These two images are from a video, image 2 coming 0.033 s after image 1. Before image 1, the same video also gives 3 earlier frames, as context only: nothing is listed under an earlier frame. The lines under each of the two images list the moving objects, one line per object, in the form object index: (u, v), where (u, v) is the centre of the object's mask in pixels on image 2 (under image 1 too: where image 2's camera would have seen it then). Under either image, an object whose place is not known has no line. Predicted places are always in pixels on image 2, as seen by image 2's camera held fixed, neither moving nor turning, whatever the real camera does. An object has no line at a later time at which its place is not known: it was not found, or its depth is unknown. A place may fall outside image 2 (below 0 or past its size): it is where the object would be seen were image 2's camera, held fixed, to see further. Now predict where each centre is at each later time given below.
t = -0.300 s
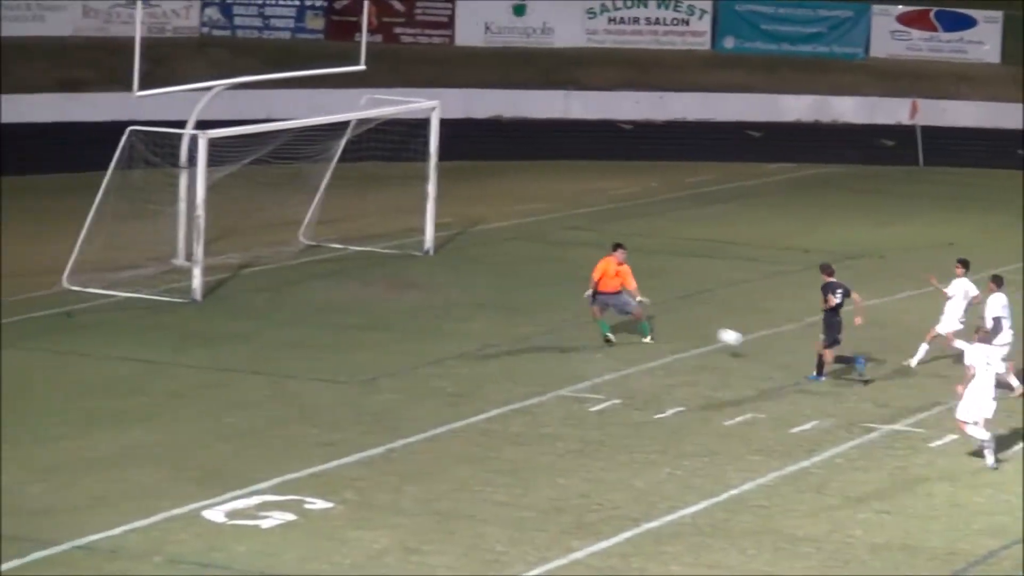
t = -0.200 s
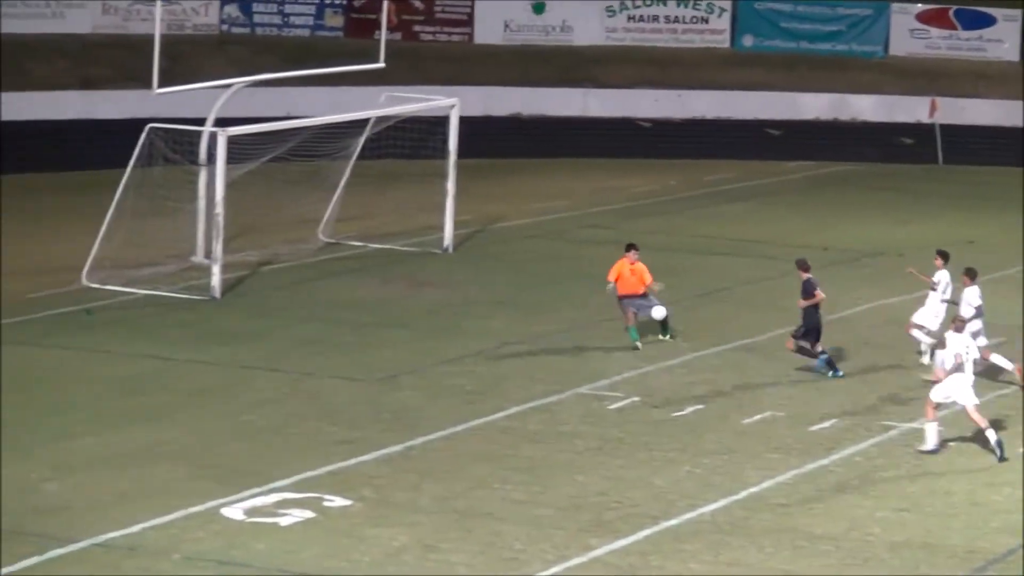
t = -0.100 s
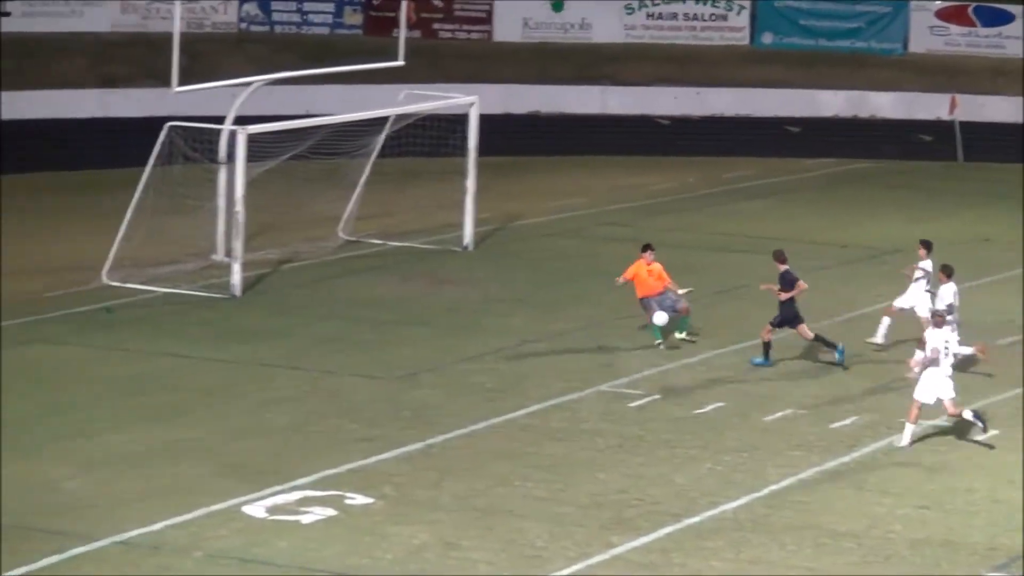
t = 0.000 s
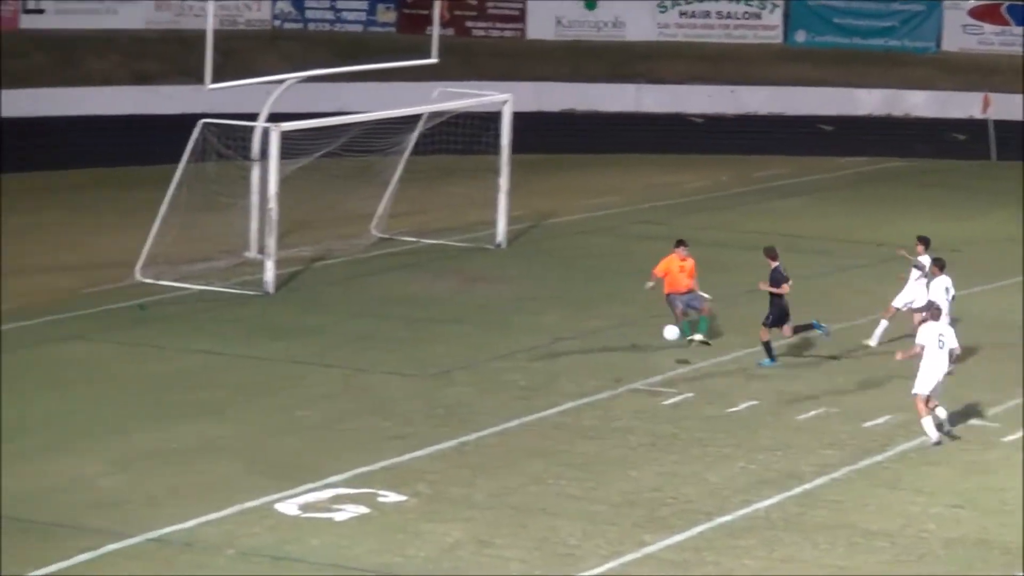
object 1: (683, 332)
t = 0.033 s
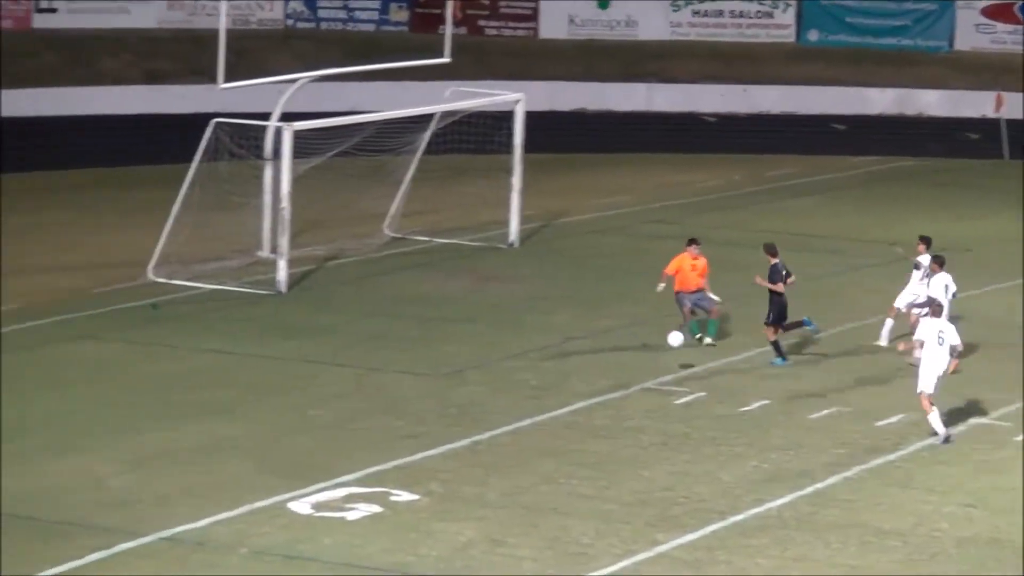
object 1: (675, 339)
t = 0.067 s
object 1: (668, 346)
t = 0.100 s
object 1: (659, 355)
